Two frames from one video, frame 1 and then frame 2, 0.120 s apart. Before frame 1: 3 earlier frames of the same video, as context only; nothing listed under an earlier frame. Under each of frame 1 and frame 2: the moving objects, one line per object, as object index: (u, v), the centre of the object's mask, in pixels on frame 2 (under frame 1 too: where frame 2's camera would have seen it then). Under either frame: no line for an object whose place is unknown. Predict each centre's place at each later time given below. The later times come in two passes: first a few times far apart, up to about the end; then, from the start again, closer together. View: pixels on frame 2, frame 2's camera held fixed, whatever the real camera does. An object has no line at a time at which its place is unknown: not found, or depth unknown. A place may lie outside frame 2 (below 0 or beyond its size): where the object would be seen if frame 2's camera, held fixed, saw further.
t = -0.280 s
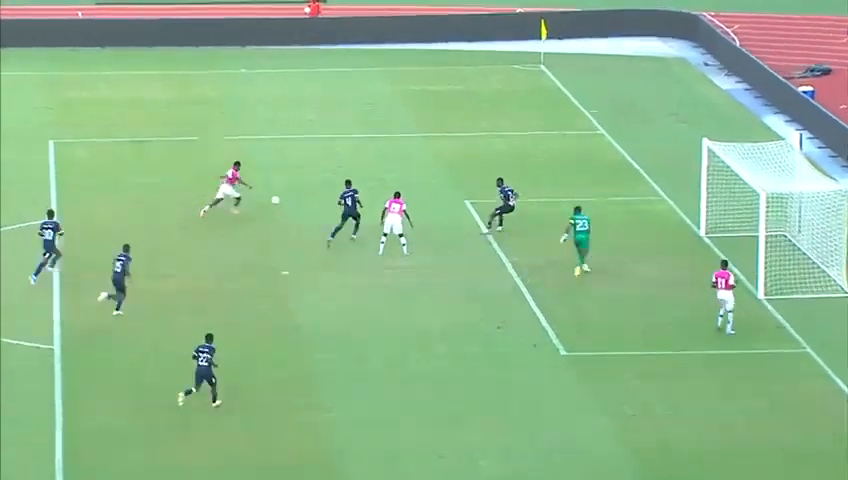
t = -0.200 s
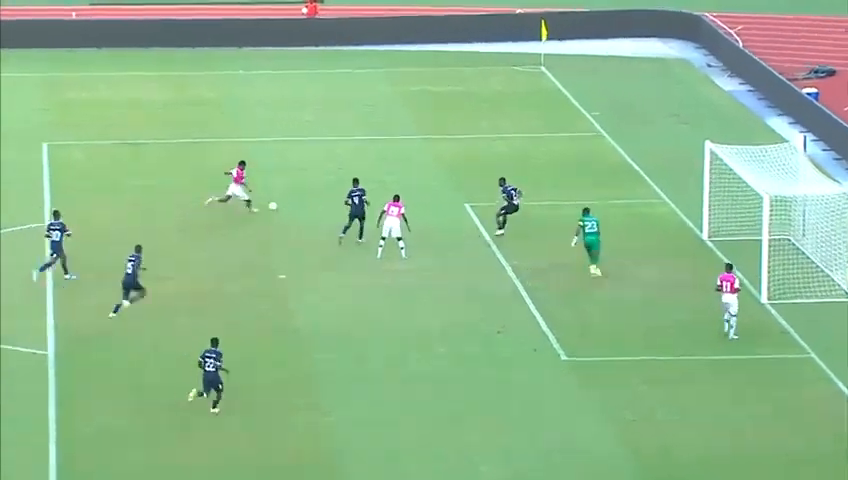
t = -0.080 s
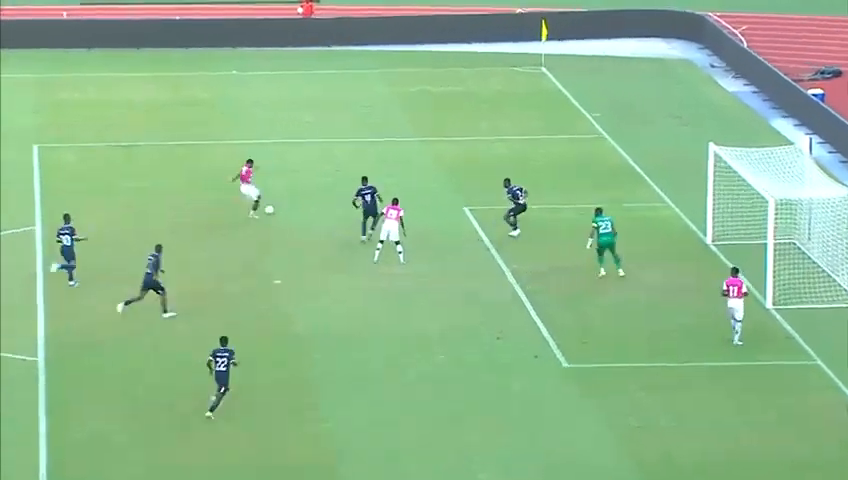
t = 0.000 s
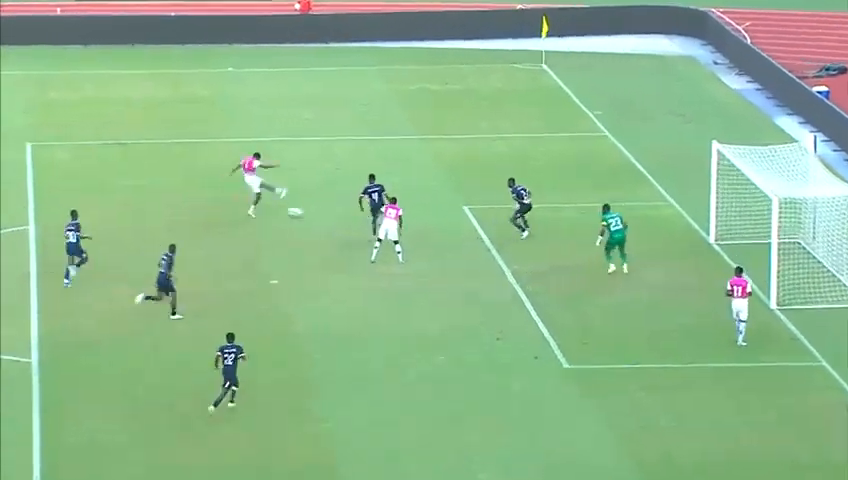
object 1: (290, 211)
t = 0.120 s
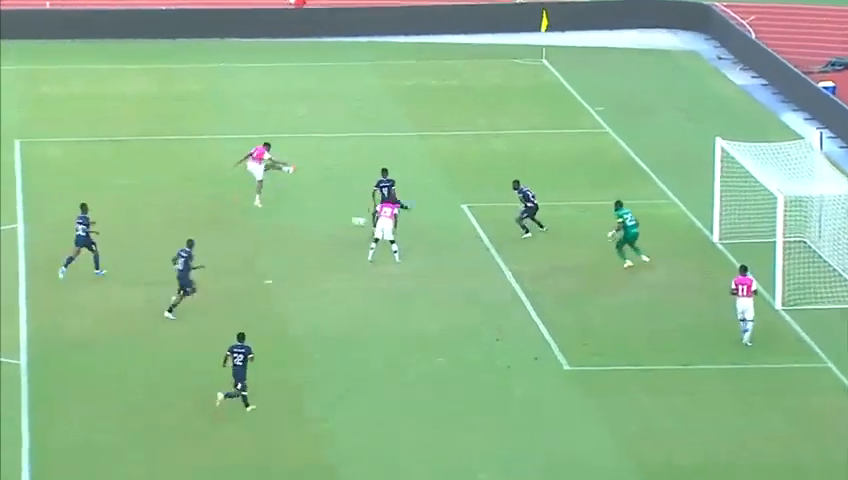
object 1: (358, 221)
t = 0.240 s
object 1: (422, 234)
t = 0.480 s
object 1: (526, 253)
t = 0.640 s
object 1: (583, 264)
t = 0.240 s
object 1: (422, 234)
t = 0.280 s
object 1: (441, 236)
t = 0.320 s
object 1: (458, 239)
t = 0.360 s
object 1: (475, 244)
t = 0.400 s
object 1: (495, 247)
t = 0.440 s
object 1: (510, 250)
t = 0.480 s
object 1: (526, 253)
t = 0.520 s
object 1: (541, 256)
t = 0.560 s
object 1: (555, 260)
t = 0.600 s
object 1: (570, 263)
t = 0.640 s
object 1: (583, 264)
